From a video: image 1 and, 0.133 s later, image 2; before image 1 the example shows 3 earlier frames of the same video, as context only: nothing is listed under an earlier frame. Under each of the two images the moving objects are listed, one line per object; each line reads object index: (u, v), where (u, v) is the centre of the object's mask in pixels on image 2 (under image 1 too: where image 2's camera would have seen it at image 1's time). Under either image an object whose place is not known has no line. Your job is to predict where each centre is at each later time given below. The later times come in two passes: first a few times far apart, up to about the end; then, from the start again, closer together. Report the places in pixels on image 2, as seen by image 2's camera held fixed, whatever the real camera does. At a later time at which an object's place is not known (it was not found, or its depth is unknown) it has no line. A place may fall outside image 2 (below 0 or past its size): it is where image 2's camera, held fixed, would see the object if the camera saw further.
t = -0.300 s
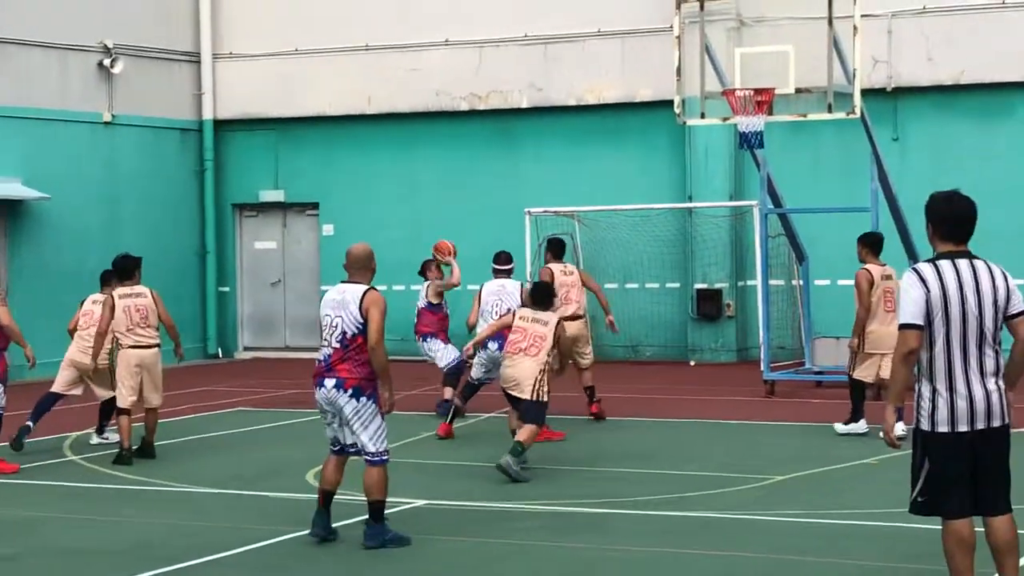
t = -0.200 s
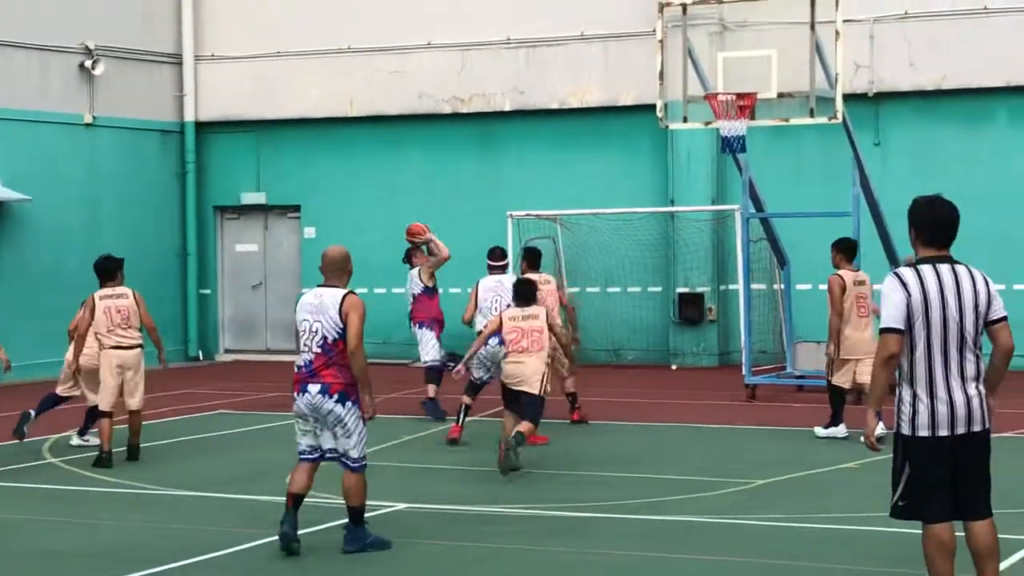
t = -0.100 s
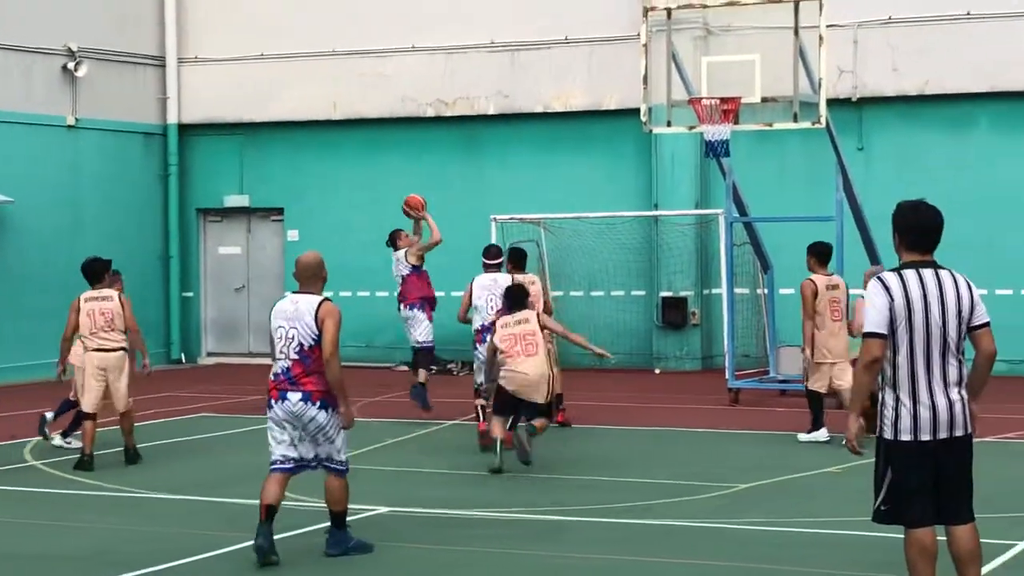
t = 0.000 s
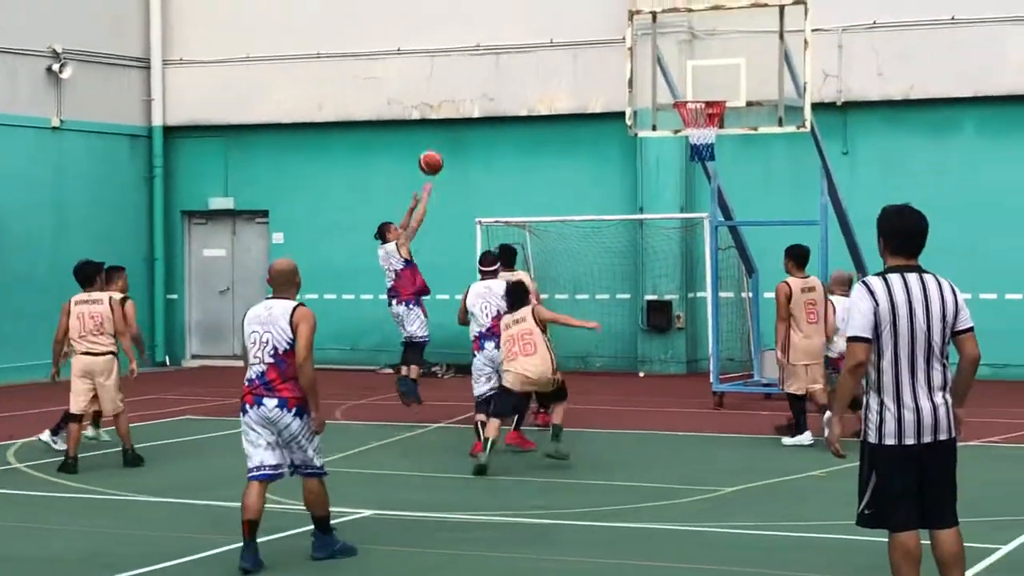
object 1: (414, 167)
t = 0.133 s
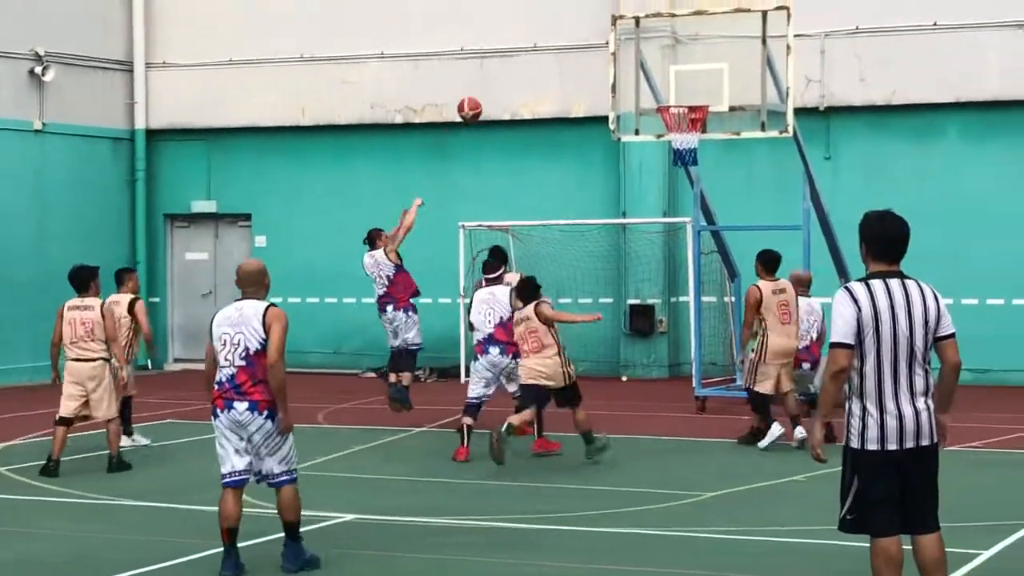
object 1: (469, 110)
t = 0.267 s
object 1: (526, 70)
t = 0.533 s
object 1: (637, 45)
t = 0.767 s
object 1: (691, 82)
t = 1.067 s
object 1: (668, 94)
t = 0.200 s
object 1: (497, 87)
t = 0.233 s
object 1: (511, 78)
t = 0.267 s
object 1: (526, 70)
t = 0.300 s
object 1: (540, 63)
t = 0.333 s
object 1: (553, 57)
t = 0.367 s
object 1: (568, 52)
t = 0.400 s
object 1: (581, 48)
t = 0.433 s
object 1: (595, 45)
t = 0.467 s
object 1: (609, 44)
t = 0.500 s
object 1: (623, 44)
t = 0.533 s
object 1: (637, 45)
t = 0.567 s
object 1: (650, 47)
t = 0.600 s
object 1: (657, 50)
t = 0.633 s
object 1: (663, 54)
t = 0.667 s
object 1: (670, 60)
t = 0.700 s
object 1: (677, 65)
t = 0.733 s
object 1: (684, 73)
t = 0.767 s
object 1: (691, 82)
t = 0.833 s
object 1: (699, 95)
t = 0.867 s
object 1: (695, 91)
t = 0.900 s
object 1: (690, 89)
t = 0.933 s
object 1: (686, 87)
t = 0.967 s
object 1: (681, 87)
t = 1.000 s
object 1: (676, 88)
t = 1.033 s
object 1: (672, 90)
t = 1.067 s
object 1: (668, 94)
